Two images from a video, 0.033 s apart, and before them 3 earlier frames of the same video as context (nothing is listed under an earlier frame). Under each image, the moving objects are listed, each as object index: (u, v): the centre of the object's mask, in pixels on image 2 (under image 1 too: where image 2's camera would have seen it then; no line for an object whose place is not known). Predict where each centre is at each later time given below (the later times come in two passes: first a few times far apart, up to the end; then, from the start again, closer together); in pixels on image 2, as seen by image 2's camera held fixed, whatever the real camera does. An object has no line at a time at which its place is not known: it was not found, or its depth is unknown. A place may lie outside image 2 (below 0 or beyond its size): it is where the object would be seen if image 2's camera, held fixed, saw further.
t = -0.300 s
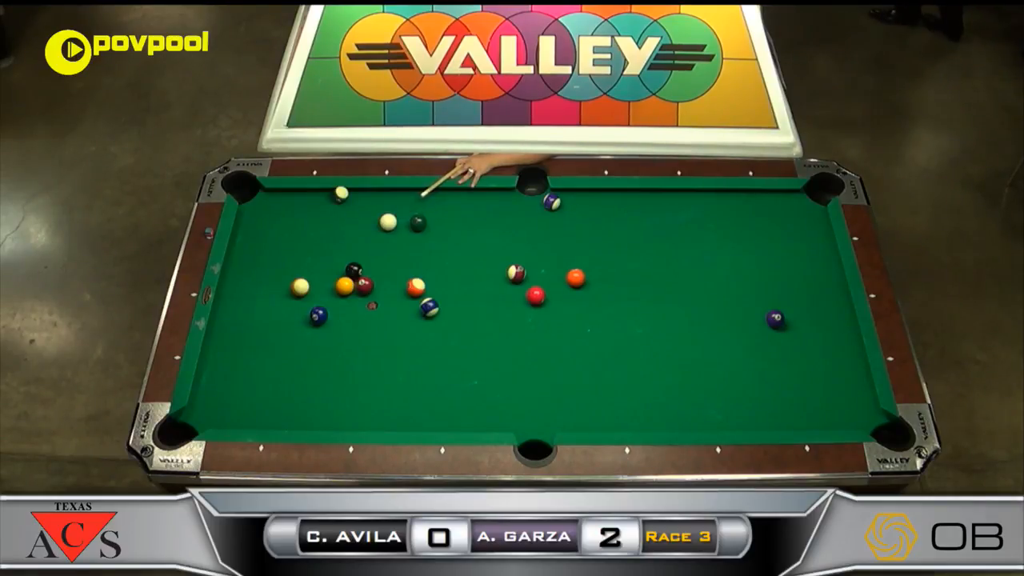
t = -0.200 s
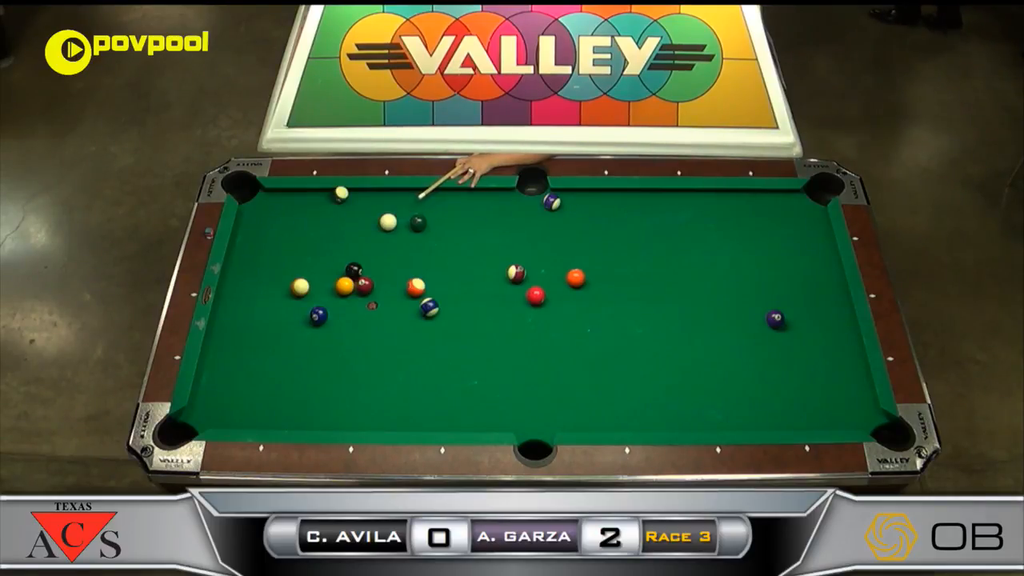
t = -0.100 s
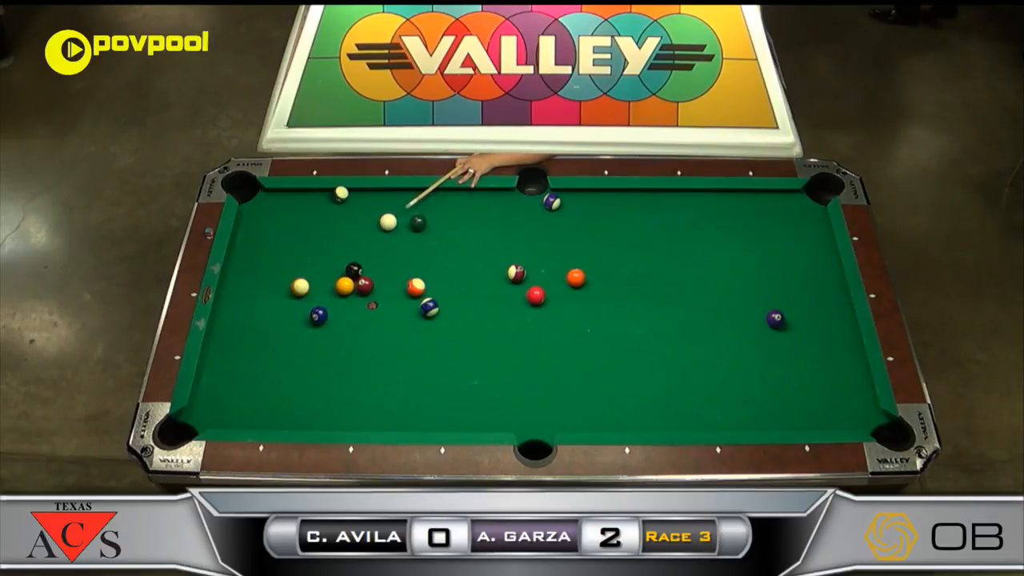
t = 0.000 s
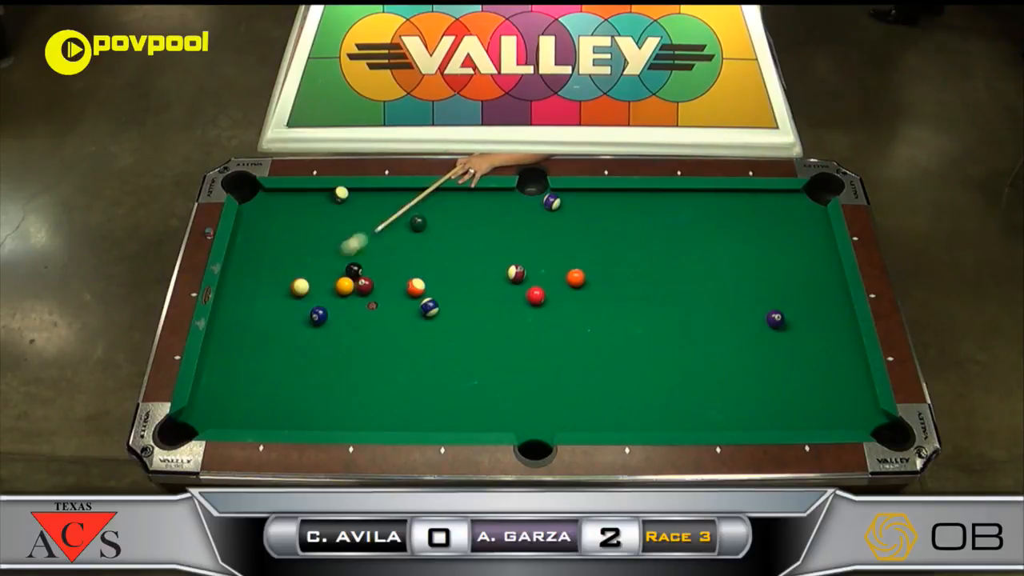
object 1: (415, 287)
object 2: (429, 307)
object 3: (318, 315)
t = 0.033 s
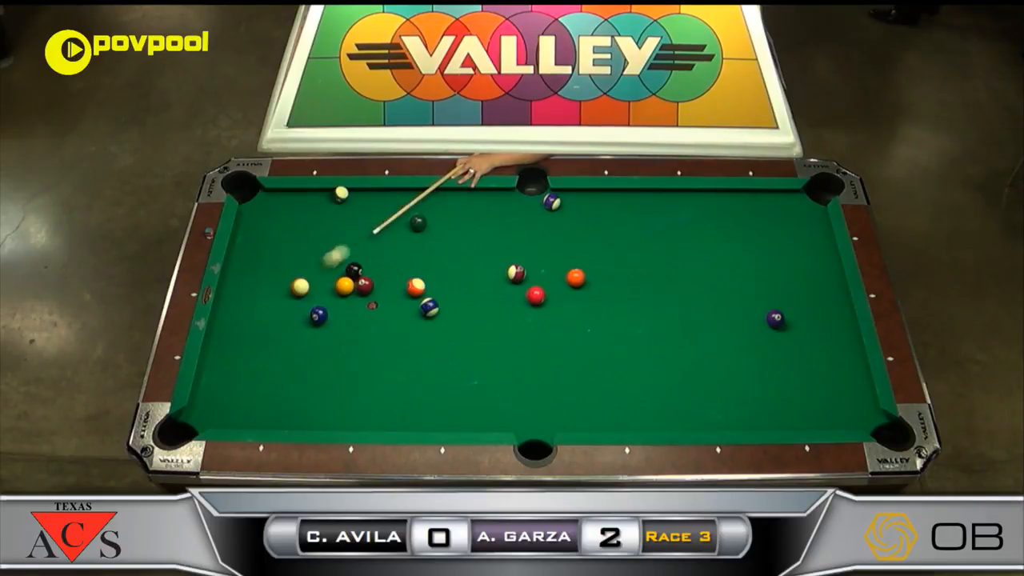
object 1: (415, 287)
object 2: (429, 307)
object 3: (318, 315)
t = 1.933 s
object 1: (416, 287)
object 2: (429, 307)
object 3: (323, 329)
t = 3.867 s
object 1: (426, 278)
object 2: (459, 314)
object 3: (324, 330)
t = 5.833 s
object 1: (426, 278)
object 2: (458, 314)
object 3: (324, 330)
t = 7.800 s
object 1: (426, 278)
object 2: (458, 314)
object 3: (324, 330)
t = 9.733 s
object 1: (425, 278)
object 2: (458, 314)
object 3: (324, 330)
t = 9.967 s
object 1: (425, 278)
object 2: (458, 314)
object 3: (324, 330)
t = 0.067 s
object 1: (415, 287)
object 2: (429, 307)
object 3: (318, 315)
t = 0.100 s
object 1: (415, 287)
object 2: (429, 307)
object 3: (318, 316)
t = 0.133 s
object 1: (415, 287)
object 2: (429, 307)
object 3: (318, 316)
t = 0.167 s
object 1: (415, 287)
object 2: (429, 307)
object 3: (318, 316)
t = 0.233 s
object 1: (415, 287)
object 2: (429, 307)
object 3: (318, 315)
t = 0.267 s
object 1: (415, 287)
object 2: (429, 307)
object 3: (318, 316)
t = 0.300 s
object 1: (415, 287)
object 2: (429, 307)
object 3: (318, 316)
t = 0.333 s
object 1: (415, 287)
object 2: (429, 307)
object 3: (318, 316)
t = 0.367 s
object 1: (415, 287)
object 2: (429, 307)
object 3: (318, 316)
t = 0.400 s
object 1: (415, 287)
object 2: (429, 307)
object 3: (318, 316)
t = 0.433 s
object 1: (415, 287)
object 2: (429, 307)
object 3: (318, 315)
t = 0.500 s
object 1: (415, 287)
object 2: (429, 307)
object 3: (318, 316)
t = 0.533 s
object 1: (415, 287)
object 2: (429, 307)
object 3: (318, 316)
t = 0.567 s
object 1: (415, 287)
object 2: (429, 307)
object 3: (318, 315)
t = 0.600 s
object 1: (415, 287)
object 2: (429, 307)
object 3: (318, 316)
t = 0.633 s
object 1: (415, 287)
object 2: (429, 307)
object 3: (318, 316)
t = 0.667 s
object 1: (415, 287)
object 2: (429, 307)
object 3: (318, 316)
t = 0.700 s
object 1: (415, 287)
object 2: (429, 307)
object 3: (318, 316)
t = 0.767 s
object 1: (416, 287)
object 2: (429, 307)
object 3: (318, 316)
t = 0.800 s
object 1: (415, 287)
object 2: (429, 307)
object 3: (318, 316)
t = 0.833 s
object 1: (415, 287)
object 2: (429, 307)
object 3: (318, 316)
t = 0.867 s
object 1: (415, 287)
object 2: (429, 307)
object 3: (318, 316)
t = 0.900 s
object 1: (416, 287)
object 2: (429, 307)
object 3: (318, 316)
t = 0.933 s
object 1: (415, 287)
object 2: (429, 307)
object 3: (318, 316)
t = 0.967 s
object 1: (416, 287)
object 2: (429, 307)
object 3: (318, 316)
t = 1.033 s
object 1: (416, 287)
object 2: (429, 307)
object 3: (318, 316)
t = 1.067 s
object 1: (416, 287)
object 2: (429, 307)
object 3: (319, 315)
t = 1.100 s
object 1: (416, 287)
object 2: (429, 307)
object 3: (318, 316)
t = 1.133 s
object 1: (416, 287)
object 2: (429, 307)
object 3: (319, 316)
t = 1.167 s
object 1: (416, 287)
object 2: (429, 307)
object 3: (318, 316)
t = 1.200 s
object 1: (416, 287)
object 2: (429, 307)
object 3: (318, 316)
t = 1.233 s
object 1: (416, 287)
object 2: (429, 307)
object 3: (319, 317)
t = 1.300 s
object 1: (416, 287)
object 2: (429, 307)
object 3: (319, 318)
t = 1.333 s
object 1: (416, 287)
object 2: (429, 307)
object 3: (319, 319)
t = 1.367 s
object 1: (416, 287)
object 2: (429, 307)
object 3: (320, 320)
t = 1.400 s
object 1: (416, 287)
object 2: (429, 307)
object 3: (320, 320)
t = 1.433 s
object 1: (416, 287)
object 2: (429, 307)
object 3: (320, 321)
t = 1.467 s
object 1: (416, 287)
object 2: (429, 307)
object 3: (320, 322)
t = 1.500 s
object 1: (416, 287)
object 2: (429, 307)
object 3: (320, 323)
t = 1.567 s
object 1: (416, 287)
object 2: (429, 307)
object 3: (321, 324)
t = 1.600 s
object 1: (416, 287)
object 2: (429, 307)
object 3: (321, 324)
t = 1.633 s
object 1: (416, 287)
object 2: (429, 307)
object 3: (322, 325)
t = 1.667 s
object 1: (416, 287)
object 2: (429, 307)
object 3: (322, 325)
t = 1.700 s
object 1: (416, 287)
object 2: (429, 307)
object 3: (322, 326)
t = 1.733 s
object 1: (416, 287)
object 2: (429, 307)
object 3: (322, 326)
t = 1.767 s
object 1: (416, 287)
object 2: (429, 307)
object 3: (323, 327)
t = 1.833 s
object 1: (416, 287)
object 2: (429, 307)
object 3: (323, 327)
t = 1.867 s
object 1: (416, 287)
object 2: (429, 307)
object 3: (323, 328)
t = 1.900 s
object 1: (415, 287)
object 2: (429, 307)
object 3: (323, 328)
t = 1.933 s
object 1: (416, 287)
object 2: (429, 307)
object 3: (323, 329)
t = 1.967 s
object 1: (415, 287)
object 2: (429, 307)
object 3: (324, 329)
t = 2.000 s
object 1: (416, 287)
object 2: (429, 307)
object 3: (324, 329)
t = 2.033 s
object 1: (416, 287)
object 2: (429, 307)
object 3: (324, 329)
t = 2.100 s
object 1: (417, 285)
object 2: (429, 307)
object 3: (324, 330)
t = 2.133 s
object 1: (417, 285)
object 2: (429, 307)
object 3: (324, 330)
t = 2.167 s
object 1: (418, 285)
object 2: (429, 307)
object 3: (324, 330)
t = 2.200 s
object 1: (418, 284)
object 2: (430, 307)
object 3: (324, 330)
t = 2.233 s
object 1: (419, 284)
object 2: (432, 308)
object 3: (324, 330)
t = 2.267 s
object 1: (419, 283)
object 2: (433, 308)
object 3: (324, 330)
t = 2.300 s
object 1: (420, 283)
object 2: (434, 308)
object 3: (324, 330)
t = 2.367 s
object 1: (420, 283)
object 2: (436, 309)
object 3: (324, 331)
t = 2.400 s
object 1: (421, 282)
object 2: (438, 309)
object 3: (324, 331)
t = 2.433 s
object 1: (421, 282)
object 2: (439, 310)
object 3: (324, 331)
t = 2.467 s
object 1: (422, 281)
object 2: (440, 310)
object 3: (324, 331)
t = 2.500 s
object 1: (422, 281)
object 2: (441, 310)
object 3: (324, 331)
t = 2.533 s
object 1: (422, 281)
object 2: (442, 311)
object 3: (324, 331)
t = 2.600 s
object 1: (423, 280)
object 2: (444, 311)
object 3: (324, 331)
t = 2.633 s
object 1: (423, 280)
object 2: (444, 311)
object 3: (324, 331)
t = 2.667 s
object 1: (423, 280)
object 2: (445, 311)
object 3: (324, 331)
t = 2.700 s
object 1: (424, 280)
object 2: (447, 312)
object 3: (324, 331)
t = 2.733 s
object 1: (424, 279)
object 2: (447, 312)
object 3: (324, 331)
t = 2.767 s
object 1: (424, 279)
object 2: (448, 312)
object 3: (324, 331)
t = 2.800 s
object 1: (424, 279)
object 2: (449, 312)
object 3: (324, 330)
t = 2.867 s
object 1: (424, 279)
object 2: (450, 313)
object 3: (324, 330)
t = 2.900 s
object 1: (425, 279)
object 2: (451, 313)
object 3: (324, 330)
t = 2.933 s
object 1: (425, 279)
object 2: (451, 313)
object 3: (324, 330)
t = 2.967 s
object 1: (425, 279)
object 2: (452, 313)
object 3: (324, 330)
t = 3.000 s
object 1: (425, 279)
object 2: (453, 313)
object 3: (324, 330)
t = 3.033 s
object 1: (425, 278)
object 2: (453, 314)
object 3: (324, 330)
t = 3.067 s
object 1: (425, 278)
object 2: (454, 314)
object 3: (324, 330)
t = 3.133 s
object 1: (425, 278)
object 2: (455, 314)
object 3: (324, 330)
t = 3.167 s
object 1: (425, 278)
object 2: (455, 314)
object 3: (324, 330)
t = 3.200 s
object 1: (425, 278)
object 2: (456, 314)
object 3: (325, 330)
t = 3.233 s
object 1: (425, 278)
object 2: (456, 314)
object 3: (324, 330)
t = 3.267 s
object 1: (425, 278)
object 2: (457, 314)
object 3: (324, 330)
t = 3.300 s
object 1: (425, 278)
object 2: (457, 314)
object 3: (324, 330)
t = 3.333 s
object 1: (425, 278)
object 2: (457, 314)
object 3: (324, 330)
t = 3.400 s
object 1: (425, 278)
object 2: (458, 314)
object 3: (324, 330)
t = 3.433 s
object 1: (426, 278)
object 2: (458, 314)
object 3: (325, 330)
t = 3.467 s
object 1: (425, 278)
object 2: (458, 314)
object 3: (325, 330)
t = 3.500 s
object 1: (425, 278)
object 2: (458, 314)
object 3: (325, 330)
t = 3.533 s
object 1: (425, 278)
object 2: (459, 314)
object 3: (325, 330)
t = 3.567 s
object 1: (425, 278)
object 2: (459, 314)
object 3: (325, 330)
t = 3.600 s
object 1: (425, 278)
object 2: (459, 314)
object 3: (324, 330)
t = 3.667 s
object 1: (425, 278)
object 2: (459, 314)
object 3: (325, 330)
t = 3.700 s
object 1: (425, 278)
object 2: (459, 313)
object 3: (325, 330)
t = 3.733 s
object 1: (425, 278)
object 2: (459, 313)
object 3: (324, 330)
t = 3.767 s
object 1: (425, 278)
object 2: (459, 313)
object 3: (325, 330)
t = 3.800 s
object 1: (425, 278)
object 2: (459, 314)
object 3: (324, 330)
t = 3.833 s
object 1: (425, 278)
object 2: (459, 314)
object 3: (325, 330)
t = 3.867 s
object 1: (426, 278)
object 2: (459, 314)
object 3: (324, 330)
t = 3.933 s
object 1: (425, 278)
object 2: (459, 313)
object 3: (325, 330)
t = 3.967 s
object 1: (425, 278)
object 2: (459, 314)
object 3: (324, 330)
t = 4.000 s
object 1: (426, 278)
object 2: (459, 313)
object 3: (325, 330)
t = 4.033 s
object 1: (426, 278)
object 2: (459, 314)
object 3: (325, 330)
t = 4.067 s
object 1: (426, 278)
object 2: (458, 314)
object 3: (324, 330)
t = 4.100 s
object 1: (426, 278)
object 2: (458, 313)
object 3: (325, 330)
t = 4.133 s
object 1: (425, 278)
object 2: (458, 313)
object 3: (324, 330)
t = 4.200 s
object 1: (426, 278)
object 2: (458, 313)
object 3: (324, 330)
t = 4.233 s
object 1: (426, 278)
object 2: (458, 313)
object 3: (325, 330)
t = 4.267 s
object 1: (426, 278)
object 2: (458, 313)
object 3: (324, 330)
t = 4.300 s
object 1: (426, 278)
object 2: (458, 313)
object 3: (324, 330)
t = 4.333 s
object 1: (426, 278)
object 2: (458, 313)
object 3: (324, 330)
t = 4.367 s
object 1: (426, 278)
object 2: (458, 313)
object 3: (324, 330)
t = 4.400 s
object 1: (426, 278)
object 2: (458, 313)
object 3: (324, 330)
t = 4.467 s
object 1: (426, 278)
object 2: (458, 313)
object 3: (324, 330)
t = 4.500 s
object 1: (426, 278)
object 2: (458, 314)
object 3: (324, 330)
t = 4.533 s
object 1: (426, 278)
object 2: (458, 313)
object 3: (325, 330)
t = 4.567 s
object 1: (425, 278)
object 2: (458, 313)
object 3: (324, 330)
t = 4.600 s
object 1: (425, 278)
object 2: (458, 313)
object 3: (324, 330)
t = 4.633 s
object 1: (426, 278)
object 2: (458, 313)
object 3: (325, 330)
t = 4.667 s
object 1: (425, 278)
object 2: (458, 313)
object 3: (324, 330)
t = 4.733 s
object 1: (425, 278)
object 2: (458, 314)
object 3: (325, 330)
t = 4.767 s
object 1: (425, 278)
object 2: (458, 313)
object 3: (324, 330)
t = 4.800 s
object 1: (425, 278)
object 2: (458, 314)
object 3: (324, 330)
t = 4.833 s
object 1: (425, 278)
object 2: (458, 314)
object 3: (325, 330)
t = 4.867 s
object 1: (425, 278)
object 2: (458, 314)
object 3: (324, 330)
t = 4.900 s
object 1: (425, 278)
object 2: (458, 314)
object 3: (325, 330)
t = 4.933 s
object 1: (425, 278)
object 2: (458, 314)
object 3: (324, 330)
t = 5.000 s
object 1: (425, 278)
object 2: (458, 314)
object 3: (324, 330)
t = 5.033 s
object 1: (425, 278)
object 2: (458, 314)
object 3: (325, 330)
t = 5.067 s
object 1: (425, 278)
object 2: (458, 313)
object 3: (324, 330)
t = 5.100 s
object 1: (425, 278)
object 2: (458, 314)
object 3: (325, 330)
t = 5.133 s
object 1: (425, 278)
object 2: (458, 313)
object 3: (324, 330)
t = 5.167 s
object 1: (425, 278)
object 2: (458, 314)
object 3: (325, 330)
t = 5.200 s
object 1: (425, 278)
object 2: (458, 314)
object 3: (324, 330)
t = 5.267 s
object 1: (425, 278)
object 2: (458, 314)
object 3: (325, 330)
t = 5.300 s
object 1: (426, 278)
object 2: (458, 314)
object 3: (325, 330)
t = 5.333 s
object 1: (425, 278)
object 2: (458, 314)
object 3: (325, 330)
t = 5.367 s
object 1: (426, 278)
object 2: (458, 314)
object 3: (325, 330)
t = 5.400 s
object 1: (425, 278)
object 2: (458, 314)
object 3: (324, 330)
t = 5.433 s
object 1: (425, 278)
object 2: (458, 314)
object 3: (325, 330)
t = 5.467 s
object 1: (425, 278)
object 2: (458, 314)
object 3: (325, 330)
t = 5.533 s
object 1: (425, 278)
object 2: (458, 314)
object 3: (325, 330)
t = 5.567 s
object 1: (425, 278)
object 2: (458, 314)
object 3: (324, 330)
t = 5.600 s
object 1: (425, 278)
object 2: (458, 314)
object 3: (325, 330)
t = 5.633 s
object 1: (425, 278)
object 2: (458, 314)
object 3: (324, 330)
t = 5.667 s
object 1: (425, 278)
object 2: (458, 314)
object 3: (324, 330)
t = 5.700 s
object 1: (425, 278)
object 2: (458, 314)
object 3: (325, 330)
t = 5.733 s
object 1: (425, 278)
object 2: (458, 314)
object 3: (324, 330)
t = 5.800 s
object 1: (425, 278)
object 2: (458, 314)
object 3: (324, 330)
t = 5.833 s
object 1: (426, 278)
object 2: (458, 314)
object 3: (324, 330)
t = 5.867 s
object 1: (426, 278)
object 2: (458, 314)
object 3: (325, 330)
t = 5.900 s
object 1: (426, 278)
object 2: (458, 314)
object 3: (325, 330)
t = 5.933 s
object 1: (426, 278)
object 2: (458, 314)
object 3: (325, 330)
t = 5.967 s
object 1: (426, 278)
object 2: (458, 314)
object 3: (324, 330)
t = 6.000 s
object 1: (426, 278)
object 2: (458, 314)
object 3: (325, 330)
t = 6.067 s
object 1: (426, 278)
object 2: (458, 314)
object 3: (324, 330)
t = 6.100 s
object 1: (426, 278)
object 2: (458, 314)
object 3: (324, 330)
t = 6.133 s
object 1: (426, 278)
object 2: (458, 314)
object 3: (324, 330)
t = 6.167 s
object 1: (426, 278)
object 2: (458, 314)
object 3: (324, 330)
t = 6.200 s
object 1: (426, 278)
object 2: (458, 314)
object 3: (324, 330)
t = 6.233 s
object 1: (426, 278)
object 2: (458, 314)
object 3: (324, 330)
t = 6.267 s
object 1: (426, 278)
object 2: (458, 314)
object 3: (324, 330)
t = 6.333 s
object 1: (426, 278)
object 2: (458, 314)
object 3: (324, 330)
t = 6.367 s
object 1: (426, 278)
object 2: (458, 314)
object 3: (324, 330)
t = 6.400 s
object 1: (426, 278)
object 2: (458, 314)
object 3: (324, 330)
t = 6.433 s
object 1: (426, 278)
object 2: (458, 314)
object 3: (324, 330)
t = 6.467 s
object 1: (426, 278)
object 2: (458, 314)
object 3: (324, 330)
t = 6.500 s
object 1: (426, 278)
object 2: (458, 314)
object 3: (324, 330)
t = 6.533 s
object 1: (426, 278)
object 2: (458, 314)
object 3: (325, 330)
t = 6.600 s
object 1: (426, 278)
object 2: (458, 314)
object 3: (324, 330)
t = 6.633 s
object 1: (426, 278)
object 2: (458, 314)
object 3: (325, 330)
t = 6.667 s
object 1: (426, 278)
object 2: (458, 314)
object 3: (324, 330)
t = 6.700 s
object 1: (426, 278)
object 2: (458, 314)
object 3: (324, 330)
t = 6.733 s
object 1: (426, 278)
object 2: (458, 314)
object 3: (324, 330)
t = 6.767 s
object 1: (426, 278)
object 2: (458, 314)
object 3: (325, 330)
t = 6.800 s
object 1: (426, 278)
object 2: (458, 314)
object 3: (324, 330)
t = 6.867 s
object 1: (426, 278)
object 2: (458, 314)
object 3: (325, 330)
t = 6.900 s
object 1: (426, 278)
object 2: (458, 314)
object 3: (324, 330)
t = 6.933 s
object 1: (426, 278)
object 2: (458, 314)
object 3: (324, 330)
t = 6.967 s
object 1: (426, 278)
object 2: (458, 314)
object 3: (324, 330)
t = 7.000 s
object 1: (426, 278)
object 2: (458, 314)
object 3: (325, 330)
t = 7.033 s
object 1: (426, 278)
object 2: (458, 314)
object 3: (324, 330)
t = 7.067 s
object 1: (426, 278)
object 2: (458, 314)
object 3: (324, 330)
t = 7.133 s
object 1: (426, 278)
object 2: (458, 314)
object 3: (324, 330)
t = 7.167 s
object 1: (426, 278)
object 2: (458, 314)
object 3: (324, 330)
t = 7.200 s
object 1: (426, 278)
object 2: (458, 314)
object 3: (324, 330)
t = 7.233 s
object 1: (426, 278)
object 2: (458, 314)
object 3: (324, 330)
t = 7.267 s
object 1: (426, 278)
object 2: (458, 314)
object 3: (324, 330)
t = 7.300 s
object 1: (426, 278)
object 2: (458, 314)
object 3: (324, 330)
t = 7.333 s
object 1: (426, 278)
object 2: (458, 314)
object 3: (325, 330)
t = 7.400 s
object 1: (426, 278)
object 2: (458, 314)
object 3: (325, 330)
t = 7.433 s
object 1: (426, 278)
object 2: (458, 314)
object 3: (324, 330)
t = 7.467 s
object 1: (425, 278)
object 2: (458, 314)
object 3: (325, 330)
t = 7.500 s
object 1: (426, 278)
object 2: (458, 314)
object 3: (324, 330)
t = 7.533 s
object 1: (426, 278)
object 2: (458, 313)
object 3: (325, 330)
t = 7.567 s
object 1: (426, 278)
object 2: (458, 314)
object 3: (325, 330)
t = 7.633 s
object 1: (426, 278)
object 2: (458, 314)
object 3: (324, 330)
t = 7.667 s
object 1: (426, 278)
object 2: (458, 314)
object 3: (325, 330)
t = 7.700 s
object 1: (426, 278)
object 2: (458, 314)
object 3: (324, 330)
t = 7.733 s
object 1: (426, 278)
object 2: (458, 314)
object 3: (325, 330)
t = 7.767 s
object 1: (426, 278)
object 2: (458, 314)
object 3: (325, 329)
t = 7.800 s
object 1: (426, 278)
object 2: (458, 314)
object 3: (324, 330)
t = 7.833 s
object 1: (426, 278)
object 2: (458, 314)
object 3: (324, 330)
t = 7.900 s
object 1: (426, 278)
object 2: (458, 314)
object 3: (324, 330)
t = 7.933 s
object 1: (425, 278)
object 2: (458, 314)
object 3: (325, 330)
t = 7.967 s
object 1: (426, 278)
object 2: (458, 314)
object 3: (325, 329)
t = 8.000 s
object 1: (426, 278)
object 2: (458, 313)
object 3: (324, 330)
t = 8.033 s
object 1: (426, 278)
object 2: (458, 313)
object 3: (325, 330)
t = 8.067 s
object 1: (425, 278)
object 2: (458, 314)
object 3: (324, 330)
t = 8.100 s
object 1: (425, 278)
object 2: (458, 313)
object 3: (324, 330)
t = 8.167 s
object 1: (425, 278)
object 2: (458, 313)
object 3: (324, 330)
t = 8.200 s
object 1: (425, 278)
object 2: (458, 313)
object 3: (324, 330)
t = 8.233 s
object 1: (425, 278)
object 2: (458, 314)
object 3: (324, 330)
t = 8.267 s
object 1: (425, 278)
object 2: (458, 313)
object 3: (324, 330)
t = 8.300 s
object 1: (425, 278)
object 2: (458, 314)
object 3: (324, 330)
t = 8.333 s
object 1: (425, 278)
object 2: (458, 314)
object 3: (324, 330)
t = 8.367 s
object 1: (425, 278)
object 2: (458, 314)
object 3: (324, 330)
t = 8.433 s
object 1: (425, 278)
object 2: (458, 314)
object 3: (324, 330)
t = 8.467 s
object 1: (425, 278)
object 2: (458, 314)
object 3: (324, 330)
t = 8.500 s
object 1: (425, 278)
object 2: (458, 314)
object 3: (324, 330)
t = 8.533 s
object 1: (425, 278)
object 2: (458, 314)
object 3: (324, 330)
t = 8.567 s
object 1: (425, 278)
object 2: (458, 314)
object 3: (324, 330)
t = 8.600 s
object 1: (425, 278)
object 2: (458, 314)
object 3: (324, 330)
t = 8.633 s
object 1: (425, 278)
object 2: (458, 314)
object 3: (324, 330)
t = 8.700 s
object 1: (425, 278)
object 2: (458, 314)
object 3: (324, 330)
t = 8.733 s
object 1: (425, 278)
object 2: (458, 314)
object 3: (324, 330)
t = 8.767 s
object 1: (425, 278)
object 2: (458, 314)
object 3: (324, 330)
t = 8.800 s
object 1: (425, 278)
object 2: (458, 314)
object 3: (324, 330)
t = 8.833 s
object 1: (425, 278)
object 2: (458, 314)
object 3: (324, 330)
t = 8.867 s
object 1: (425, 278)
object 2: (458, 314)
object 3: (324, 330)
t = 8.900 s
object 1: (425, 278)
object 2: (458, 314)
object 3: (324, 330)
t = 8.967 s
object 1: (425, 278)
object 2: (458, 314)
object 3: (324, 330)
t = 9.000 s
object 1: (425, 278)
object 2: (458, 314)
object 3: (324, 330)
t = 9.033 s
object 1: (425, 278)
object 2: (458, 314)
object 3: (324, 330)
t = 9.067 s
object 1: (425, 278)
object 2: (458, 314)
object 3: (324, 330)
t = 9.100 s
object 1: (425, 278)
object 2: (458, 314)
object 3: (324, 330)
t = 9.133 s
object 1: (425, 278)
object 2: (458, 314)
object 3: (324, 330)
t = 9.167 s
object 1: (425, 278)
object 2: (458, 314)
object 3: (324, 330)
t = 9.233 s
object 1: (425, 278)
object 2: (458, 314)
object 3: (324, 330)
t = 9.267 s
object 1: (425, 278)
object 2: (458, 314)
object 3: (324, 330)
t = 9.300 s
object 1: (425, 278)
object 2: (458, 314)
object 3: (324, 330)
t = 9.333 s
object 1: (425, 278)
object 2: (458, 314)
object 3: (324, 330)
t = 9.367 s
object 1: (425, 278)
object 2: (458, 314)
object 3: (324, 330)
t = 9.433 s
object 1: (425, 278)
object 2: (458, 314)
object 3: (324, 330)
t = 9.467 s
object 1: (425, 278)
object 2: (458, 314)
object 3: (324, 330)
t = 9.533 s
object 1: (425, 278)
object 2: (458, 314)
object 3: (324, 330)
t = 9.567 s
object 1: (425, 278)
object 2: (458, 314)
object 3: (324, 330)
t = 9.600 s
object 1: (425, 278)
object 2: (458, 314)
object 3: (324, 330)
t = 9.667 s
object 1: (425, 278)
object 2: (458, 314)
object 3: (324, 330)
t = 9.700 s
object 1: (425, 278)
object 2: (458, 314)
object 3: (324, 330)
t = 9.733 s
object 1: (425, 278)
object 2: (458, 314)
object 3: (324, 330)
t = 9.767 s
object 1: (425, 278)
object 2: (458, 314)
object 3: (324, 330)
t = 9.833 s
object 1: (425, 278)
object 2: (458, 314)
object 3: (324, 330)
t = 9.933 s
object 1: (425, 278)
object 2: (458, 314)
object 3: (324, 330)
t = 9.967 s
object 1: (425, 278)
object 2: (458, 314)
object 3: (324, 330)
